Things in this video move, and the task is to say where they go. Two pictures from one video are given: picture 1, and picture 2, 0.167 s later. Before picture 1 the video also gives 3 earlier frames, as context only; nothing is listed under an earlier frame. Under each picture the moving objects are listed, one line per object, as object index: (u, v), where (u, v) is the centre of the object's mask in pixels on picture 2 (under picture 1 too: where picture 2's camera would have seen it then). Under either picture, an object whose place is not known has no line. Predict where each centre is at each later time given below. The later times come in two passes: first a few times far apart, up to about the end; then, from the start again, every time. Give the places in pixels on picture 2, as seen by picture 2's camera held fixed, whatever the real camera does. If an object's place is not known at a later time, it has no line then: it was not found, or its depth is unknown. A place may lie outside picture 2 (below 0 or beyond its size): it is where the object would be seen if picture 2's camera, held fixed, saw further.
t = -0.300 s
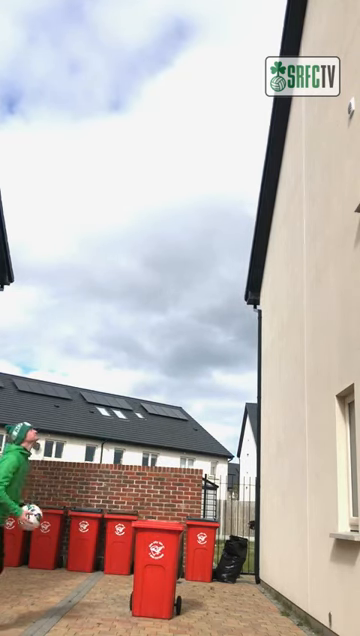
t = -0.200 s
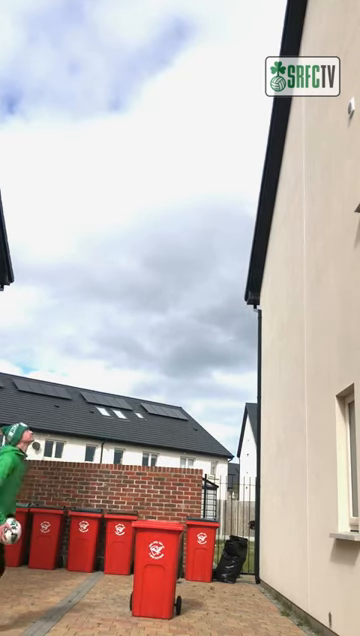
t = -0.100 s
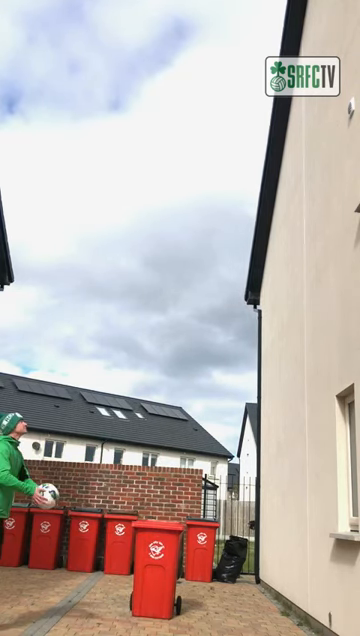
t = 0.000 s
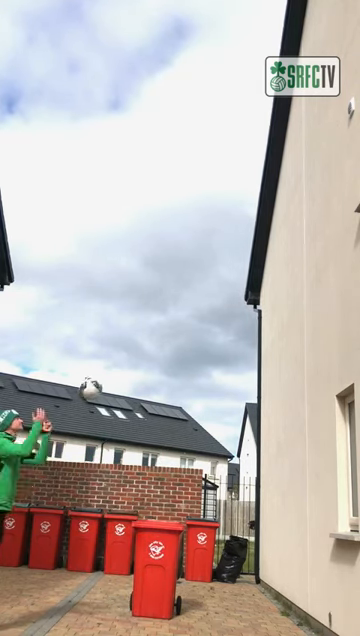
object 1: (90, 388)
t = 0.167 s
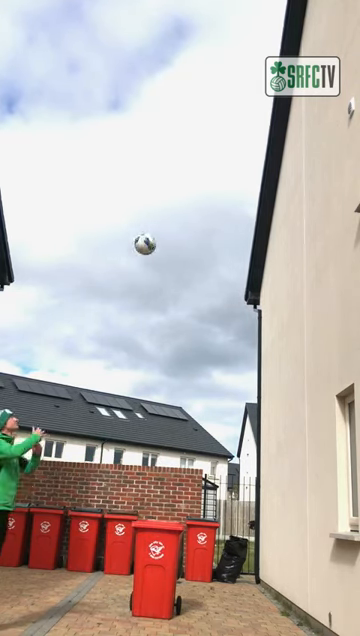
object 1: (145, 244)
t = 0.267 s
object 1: (172, 180)
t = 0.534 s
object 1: (236, 64)
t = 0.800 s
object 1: (291, 9)
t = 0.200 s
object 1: (154, 221)
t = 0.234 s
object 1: (163, 199)
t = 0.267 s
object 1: (172, 180)
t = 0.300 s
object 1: (181, 161)
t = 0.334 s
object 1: (189, 144)
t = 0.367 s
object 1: (197, 128)
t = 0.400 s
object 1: (205, 113)
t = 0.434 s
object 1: (213, 99)
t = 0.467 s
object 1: (221, 87)
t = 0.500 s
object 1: (228, 75)
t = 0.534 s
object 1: (236, 64)
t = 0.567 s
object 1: (243, 55)
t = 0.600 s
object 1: (250, 45)
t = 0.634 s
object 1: (257, 37)
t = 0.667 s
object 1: (264, 30)
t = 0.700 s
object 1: (270, 24)
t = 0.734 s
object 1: (278, 18)
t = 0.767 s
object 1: (284, 13)
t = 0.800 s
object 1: (291, 9)
